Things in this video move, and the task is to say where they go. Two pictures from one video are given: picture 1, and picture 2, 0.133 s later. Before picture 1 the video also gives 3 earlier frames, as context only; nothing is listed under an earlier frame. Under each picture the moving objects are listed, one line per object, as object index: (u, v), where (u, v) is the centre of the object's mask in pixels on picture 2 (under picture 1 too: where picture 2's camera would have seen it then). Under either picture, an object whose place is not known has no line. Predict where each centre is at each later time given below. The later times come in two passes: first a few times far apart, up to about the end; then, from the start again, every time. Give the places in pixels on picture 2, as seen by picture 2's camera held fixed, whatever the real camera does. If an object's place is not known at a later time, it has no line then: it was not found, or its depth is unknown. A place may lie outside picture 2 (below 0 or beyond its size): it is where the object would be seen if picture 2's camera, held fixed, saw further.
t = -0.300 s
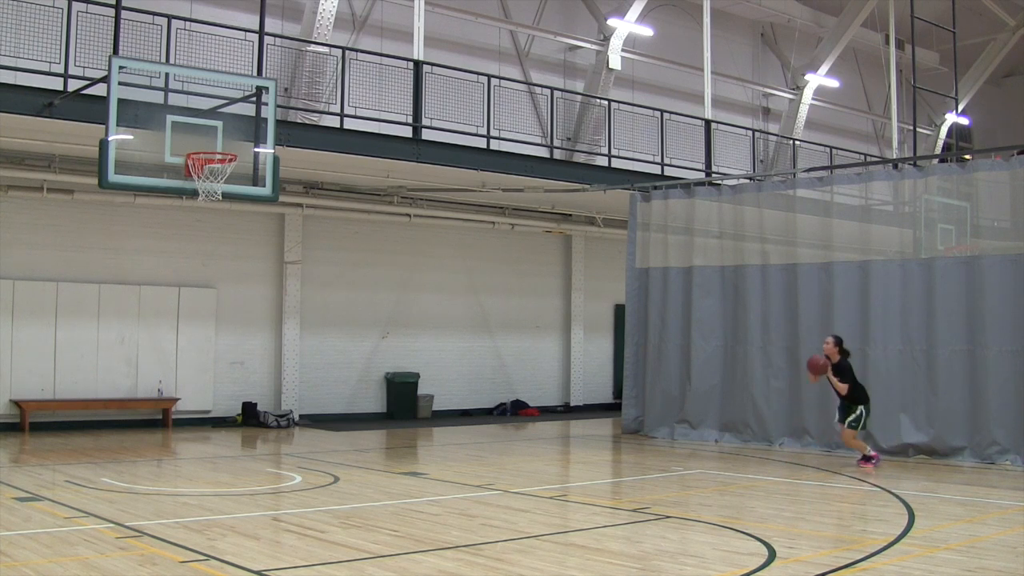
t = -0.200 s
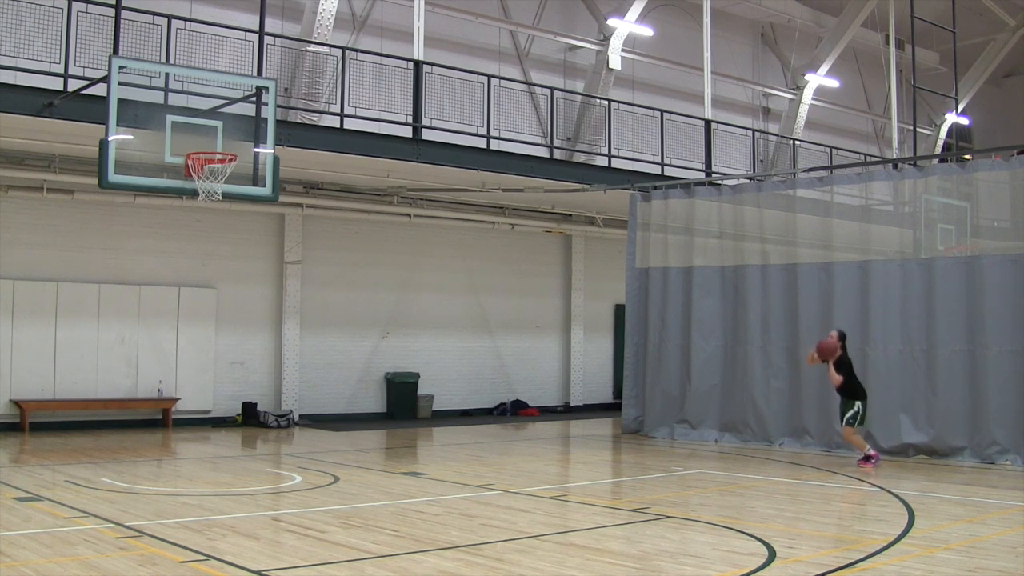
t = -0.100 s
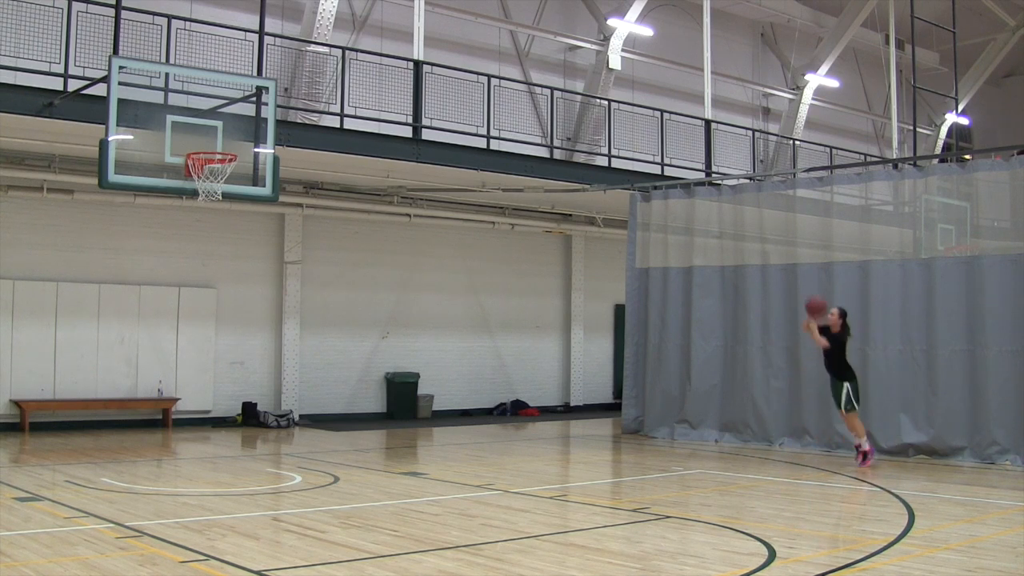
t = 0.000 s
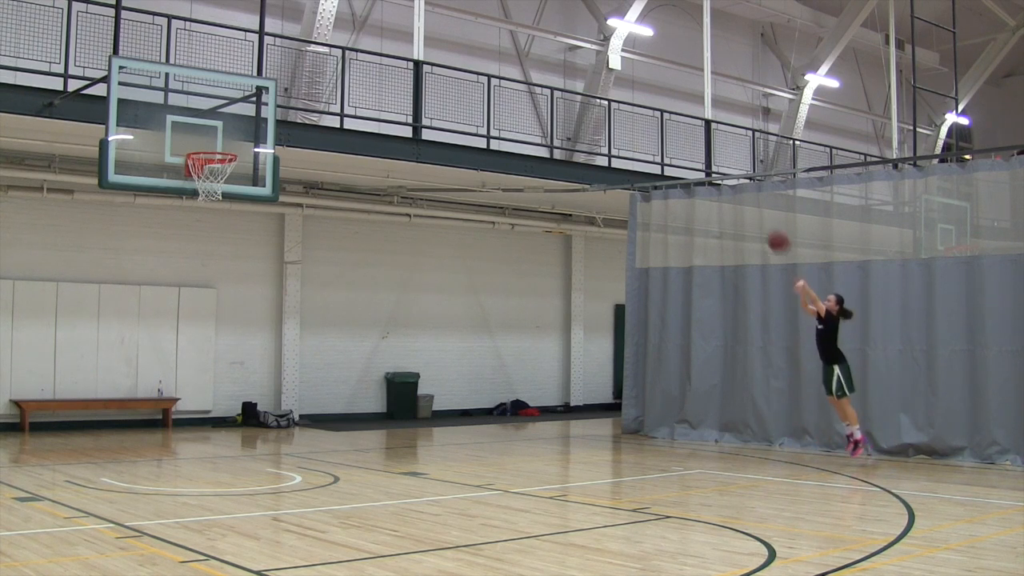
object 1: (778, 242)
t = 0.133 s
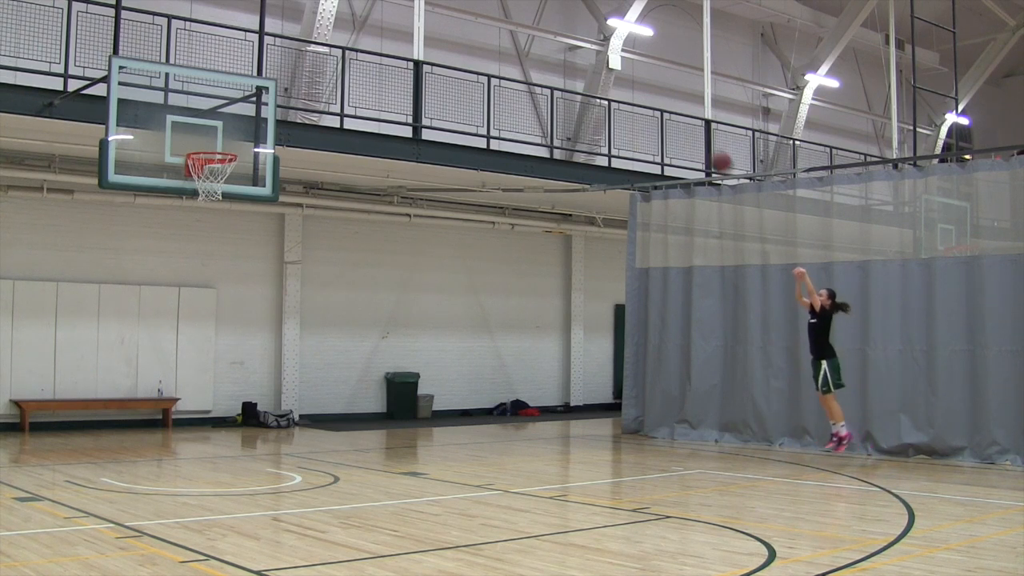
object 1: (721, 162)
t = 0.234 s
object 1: (678, 113)
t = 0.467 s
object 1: (574, 33)
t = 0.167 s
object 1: (706, 145)
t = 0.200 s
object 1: (692, 128)
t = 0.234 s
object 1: (678, 113)
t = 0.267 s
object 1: (663, 99)
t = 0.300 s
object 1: (648, 86)
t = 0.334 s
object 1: (633, 73)
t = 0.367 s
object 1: (618, 62)
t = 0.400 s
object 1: (603, 50)
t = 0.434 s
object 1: (589, 42)
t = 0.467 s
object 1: (574, 33)
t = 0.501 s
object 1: (559, 26)
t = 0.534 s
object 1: (545, 20)
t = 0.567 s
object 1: (530, 14)
